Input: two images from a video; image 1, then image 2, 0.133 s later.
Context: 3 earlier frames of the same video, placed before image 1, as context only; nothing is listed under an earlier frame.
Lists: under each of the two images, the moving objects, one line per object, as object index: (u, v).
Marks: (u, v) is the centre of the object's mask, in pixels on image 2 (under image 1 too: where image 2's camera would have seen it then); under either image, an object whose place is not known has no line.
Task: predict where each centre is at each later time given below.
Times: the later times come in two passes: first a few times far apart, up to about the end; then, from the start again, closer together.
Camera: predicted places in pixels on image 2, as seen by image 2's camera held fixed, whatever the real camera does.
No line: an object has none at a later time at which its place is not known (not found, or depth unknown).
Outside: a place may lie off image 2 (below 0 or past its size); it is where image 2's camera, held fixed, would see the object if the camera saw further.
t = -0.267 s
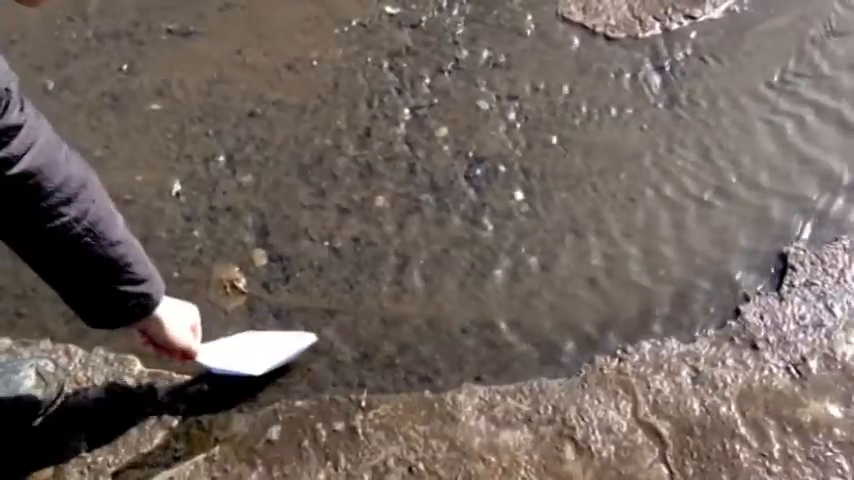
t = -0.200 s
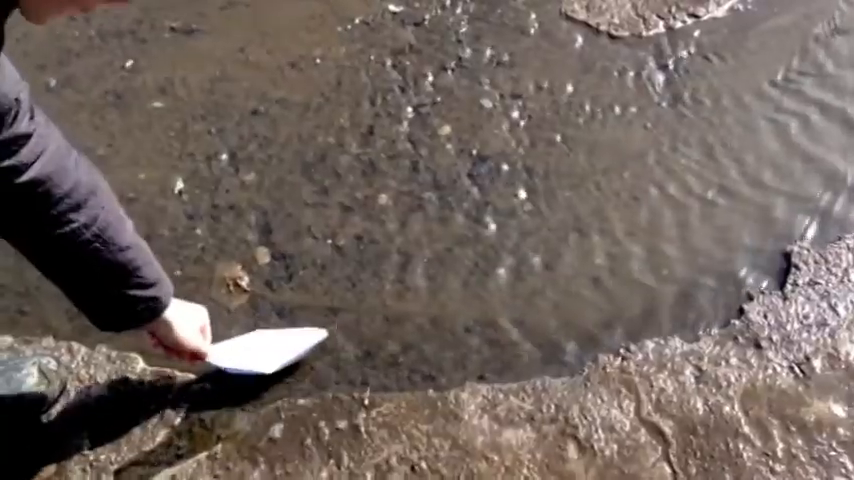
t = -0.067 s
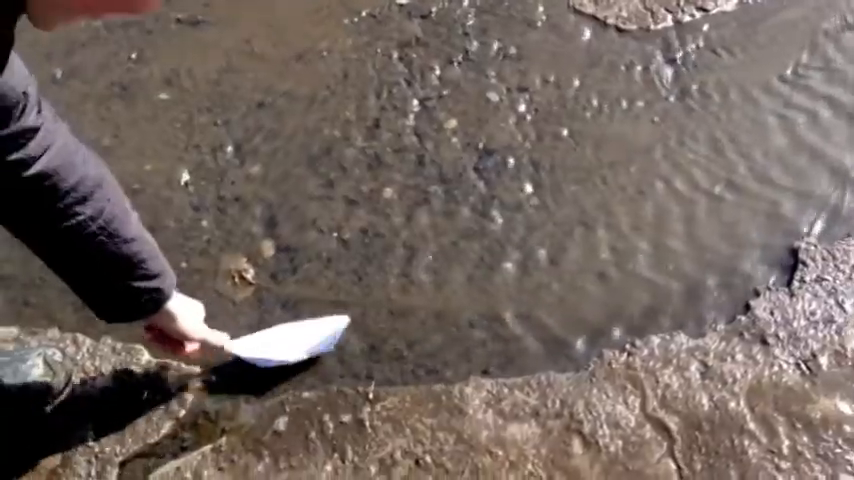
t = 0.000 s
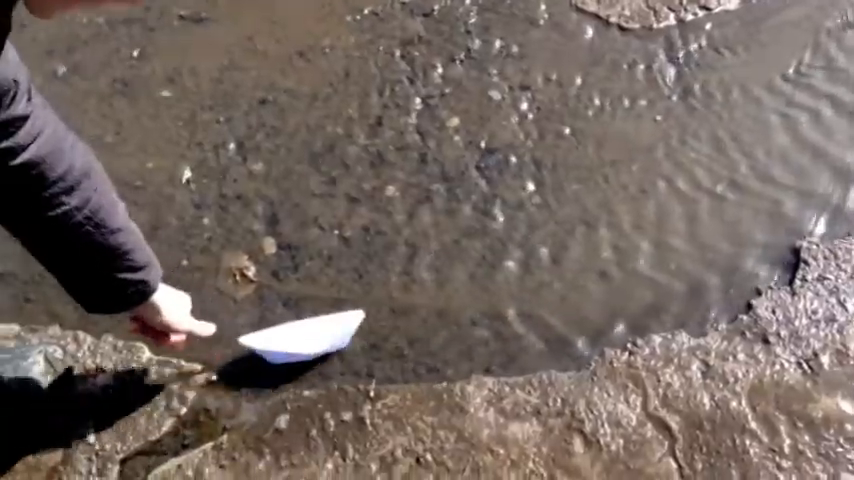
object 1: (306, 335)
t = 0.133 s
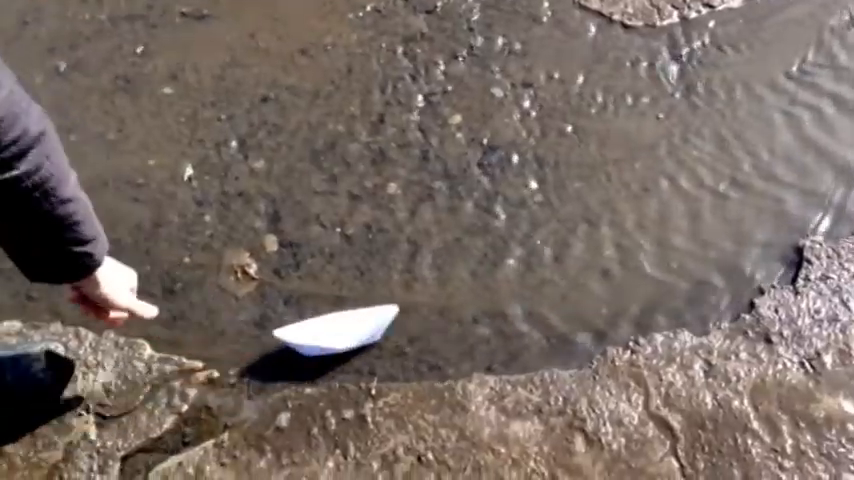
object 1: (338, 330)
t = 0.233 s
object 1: (365, 327)
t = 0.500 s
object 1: (435, 320)
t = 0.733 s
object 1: (497, 313)
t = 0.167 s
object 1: (346, 330)
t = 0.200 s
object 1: (355, 328)
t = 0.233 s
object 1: (365, 327)
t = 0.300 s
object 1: (382, 326)
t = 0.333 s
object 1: (391, 325)
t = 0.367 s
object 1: (400, 323)
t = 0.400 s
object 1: (408, 323)
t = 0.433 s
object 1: (417, 322)
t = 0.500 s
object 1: (435, 320)
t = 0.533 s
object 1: (443, 319)
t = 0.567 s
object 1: (452, 318)
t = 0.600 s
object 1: (462, 317)
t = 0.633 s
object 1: (471, 316)
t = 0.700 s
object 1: (489, 314)
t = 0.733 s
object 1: (497, 313)
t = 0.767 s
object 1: (506, 312)
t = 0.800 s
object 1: (515, 311)
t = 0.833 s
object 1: (524, 309)
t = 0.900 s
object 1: (542, 307)
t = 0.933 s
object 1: (550, 305)
